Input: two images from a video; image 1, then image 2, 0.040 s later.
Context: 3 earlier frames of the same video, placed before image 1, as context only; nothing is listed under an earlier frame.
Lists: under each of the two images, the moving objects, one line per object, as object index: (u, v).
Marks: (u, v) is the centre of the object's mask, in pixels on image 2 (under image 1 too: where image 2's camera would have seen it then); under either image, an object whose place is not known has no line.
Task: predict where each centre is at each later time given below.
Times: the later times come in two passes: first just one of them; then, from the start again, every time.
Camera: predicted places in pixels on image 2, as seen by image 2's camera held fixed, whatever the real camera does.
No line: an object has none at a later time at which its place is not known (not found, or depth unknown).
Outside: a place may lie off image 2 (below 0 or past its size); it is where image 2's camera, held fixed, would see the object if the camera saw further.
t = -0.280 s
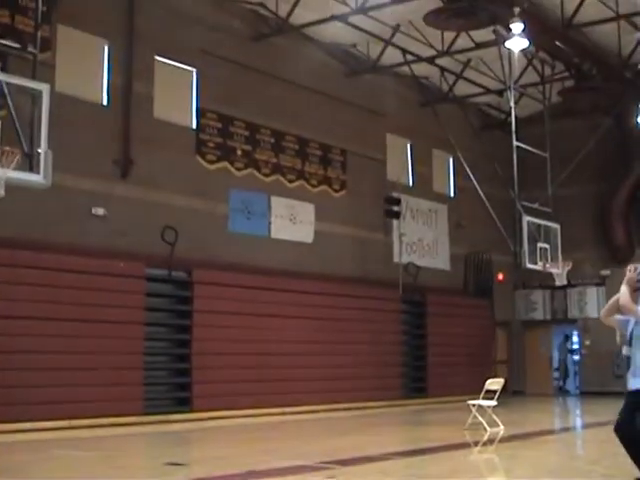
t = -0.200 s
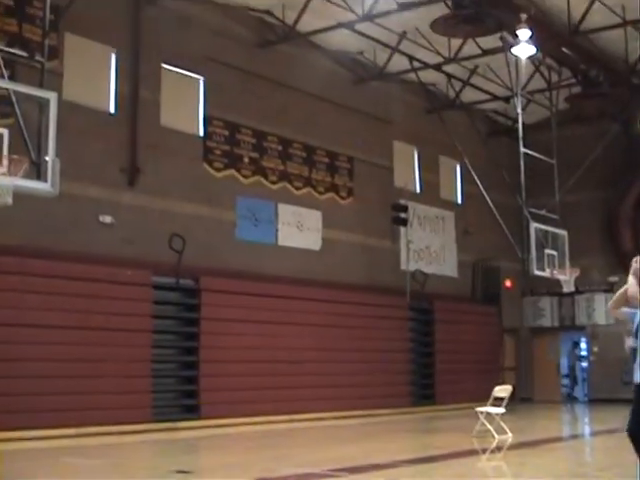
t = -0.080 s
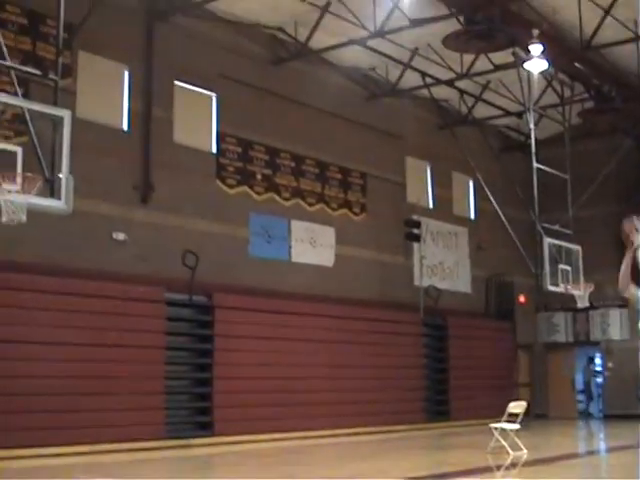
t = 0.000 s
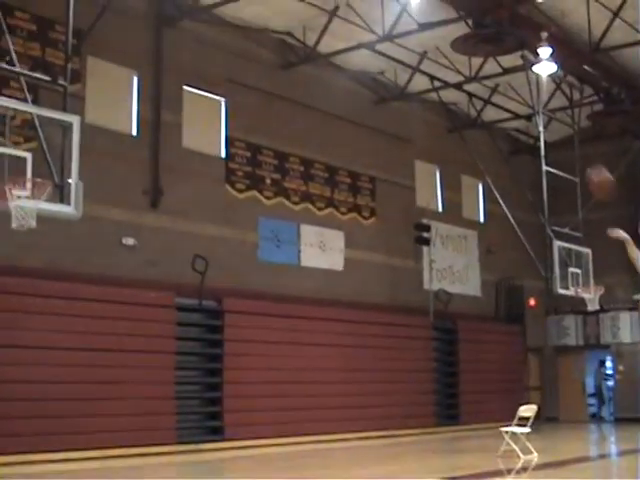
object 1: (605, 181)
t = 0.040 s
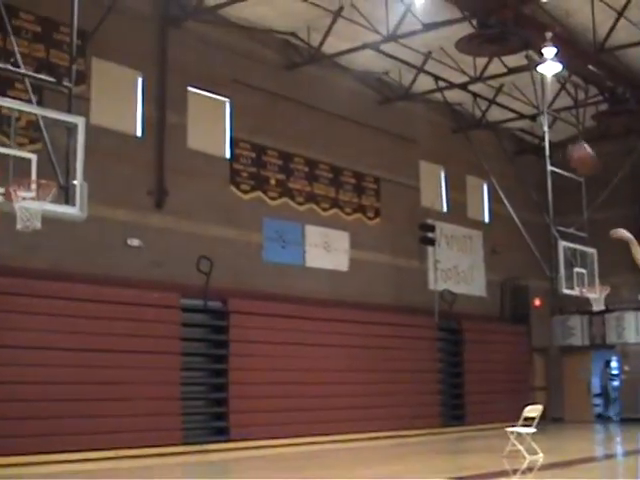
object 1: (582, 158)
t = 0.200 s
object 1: (492, 83)
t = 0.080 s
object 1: (561, 135)
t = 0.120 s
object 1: (537, 117)
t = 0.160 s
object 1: (514, 96)
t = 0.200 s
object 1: (492, 83)
